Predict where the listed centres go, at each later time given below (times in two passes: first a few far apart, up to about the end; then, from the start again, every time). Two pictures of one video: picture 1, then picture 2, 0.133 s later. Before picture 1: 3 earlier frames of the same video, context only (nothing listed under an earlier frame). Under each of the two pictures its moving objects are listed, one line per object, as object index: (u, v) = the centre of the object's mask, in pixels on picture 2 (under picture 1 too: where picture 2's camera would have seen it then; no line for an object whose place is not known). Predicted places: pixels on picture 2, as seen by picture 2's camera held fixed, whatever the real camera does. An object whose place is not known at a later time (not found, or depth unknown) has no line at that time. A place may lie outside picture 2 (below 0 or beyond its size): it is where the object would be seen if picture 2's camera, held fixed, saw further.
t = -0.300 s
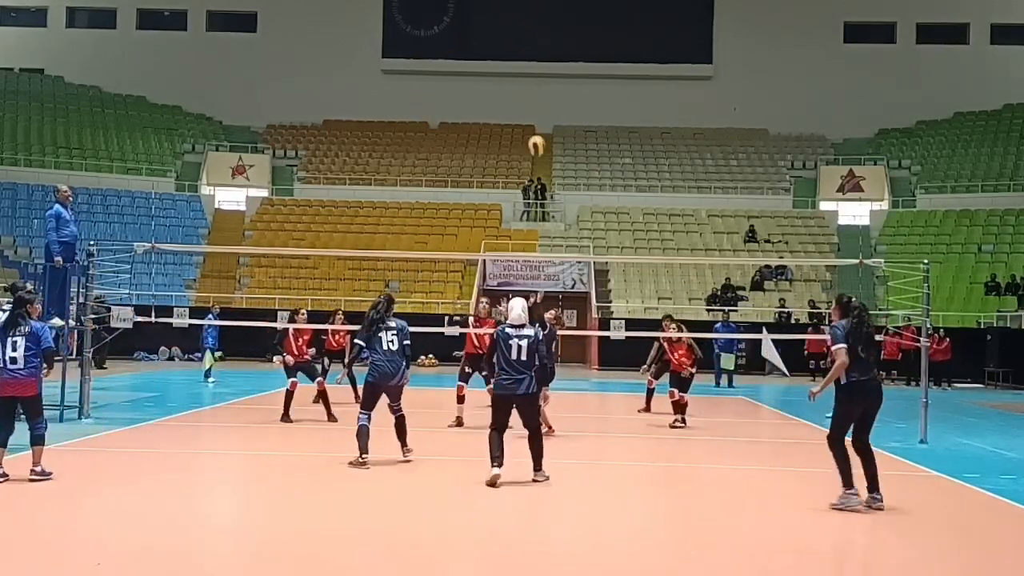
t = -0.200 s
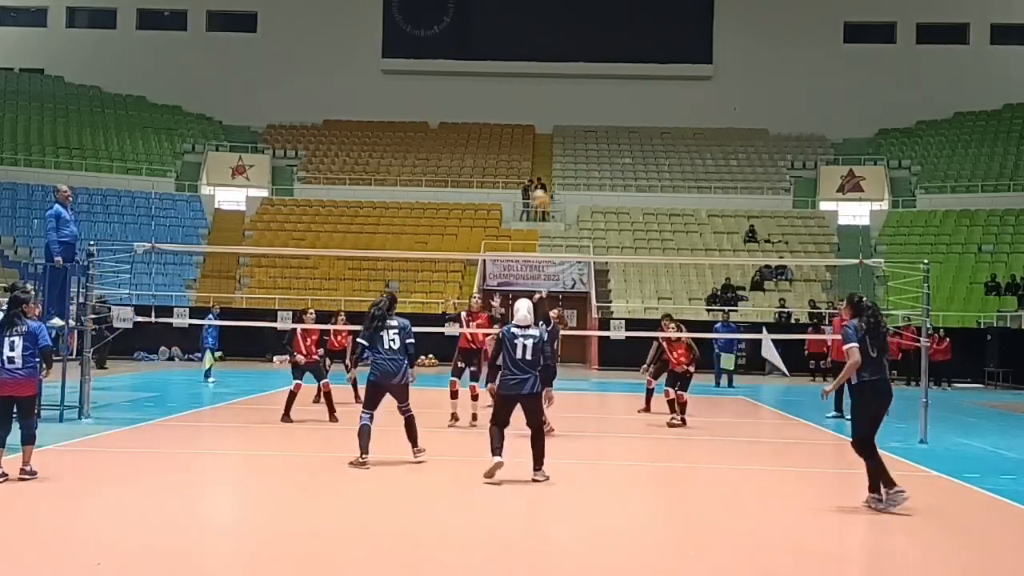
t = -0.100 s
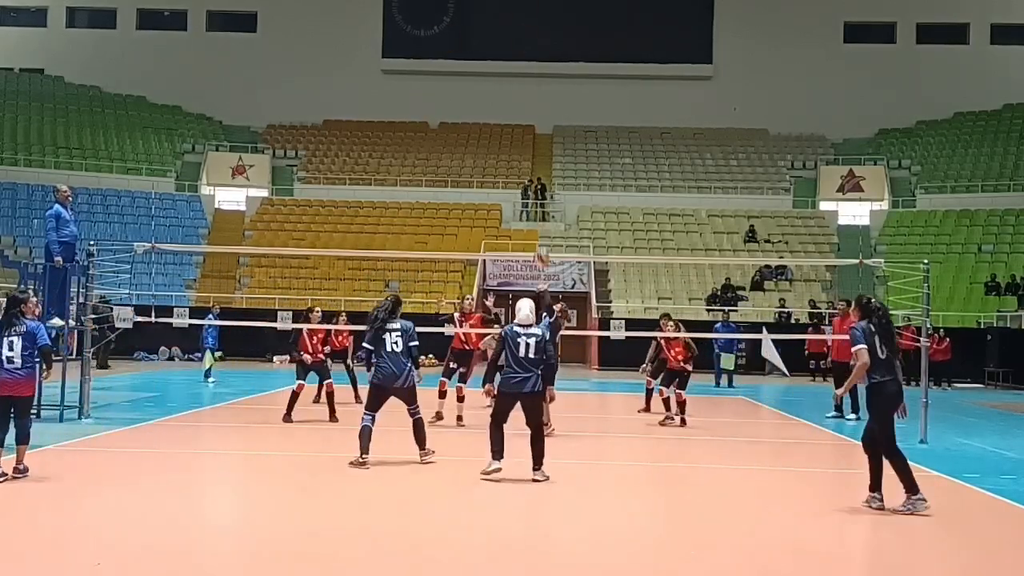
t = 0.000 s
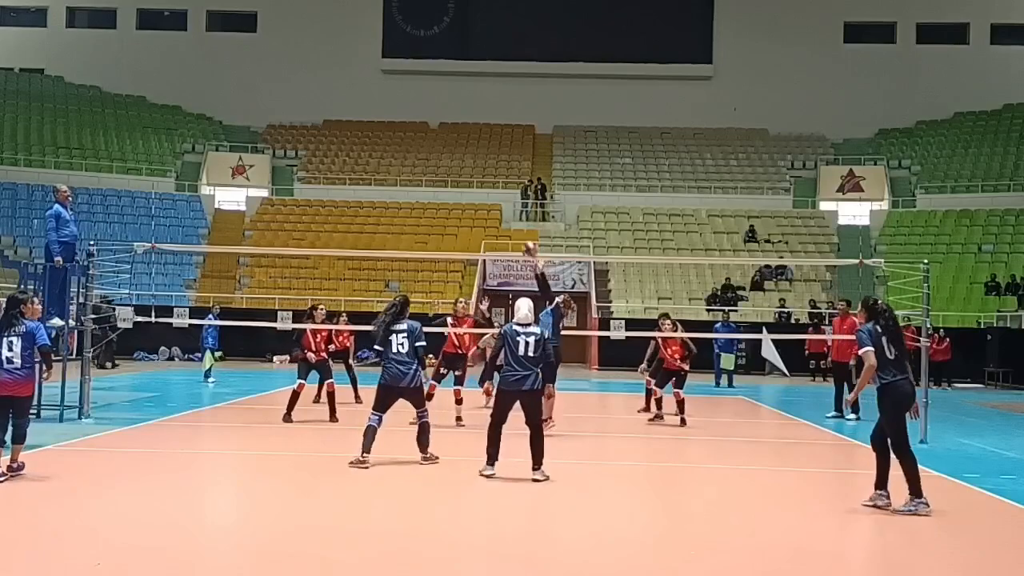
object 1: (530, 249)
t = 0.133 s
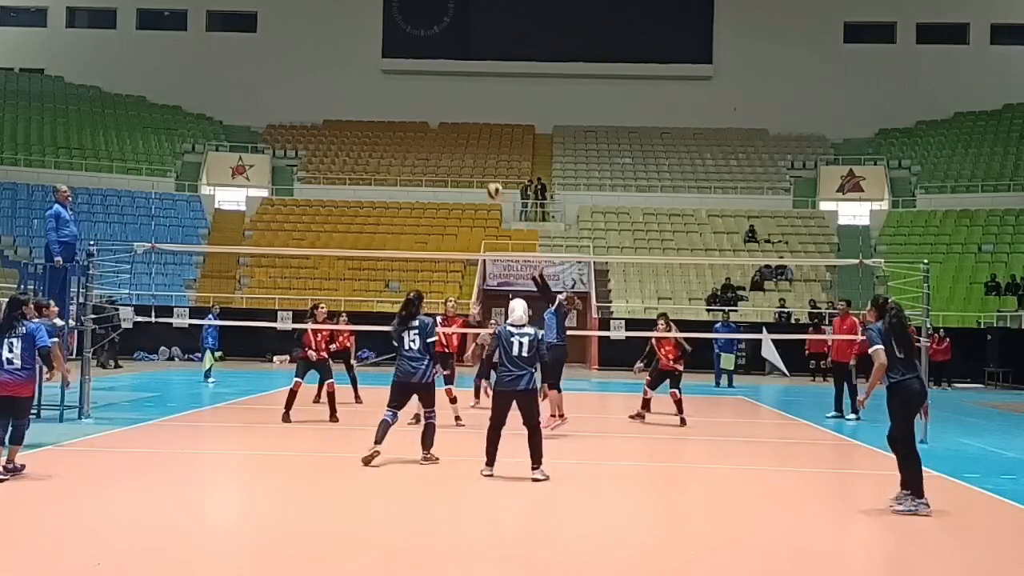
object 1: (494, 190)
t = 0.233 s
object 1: (469, 157)
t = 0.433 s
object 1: (418, 113)
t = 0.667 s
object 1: (358, 102)
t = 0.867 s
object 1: (308, 128)
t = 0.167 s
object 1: (486, 178)
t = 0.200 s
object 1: (477, 167)
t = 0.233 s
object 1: (469, 157)
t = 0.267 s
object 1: (461, 147)
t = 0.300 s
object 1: (452, 139)
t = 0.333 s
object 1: (444, 131)
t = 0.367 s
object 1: (435, 124)
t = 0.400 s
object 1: (427, 119)
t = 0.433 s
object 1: (418, 113)
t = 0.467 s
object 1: (410, 109)
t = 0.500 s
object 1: (401, 105)
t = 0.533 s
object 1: (392, 103)
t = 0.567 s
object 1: (384, 101)
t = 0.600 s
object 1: (376, 100)
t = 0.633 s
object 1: (367, 101)
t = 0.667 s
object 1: (358, 102)
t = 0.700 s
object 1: (350, 104)
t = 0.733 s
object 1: (342, 107)
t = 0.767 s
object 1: (333, 111)
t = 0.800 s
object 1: (324, 116)
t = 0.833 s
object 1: (316, 122)
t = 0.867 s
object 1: (308, 128)
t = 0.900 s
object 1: (299, 136)
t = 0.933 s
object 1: (291, 144)
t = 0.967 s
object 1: (283, 152)
